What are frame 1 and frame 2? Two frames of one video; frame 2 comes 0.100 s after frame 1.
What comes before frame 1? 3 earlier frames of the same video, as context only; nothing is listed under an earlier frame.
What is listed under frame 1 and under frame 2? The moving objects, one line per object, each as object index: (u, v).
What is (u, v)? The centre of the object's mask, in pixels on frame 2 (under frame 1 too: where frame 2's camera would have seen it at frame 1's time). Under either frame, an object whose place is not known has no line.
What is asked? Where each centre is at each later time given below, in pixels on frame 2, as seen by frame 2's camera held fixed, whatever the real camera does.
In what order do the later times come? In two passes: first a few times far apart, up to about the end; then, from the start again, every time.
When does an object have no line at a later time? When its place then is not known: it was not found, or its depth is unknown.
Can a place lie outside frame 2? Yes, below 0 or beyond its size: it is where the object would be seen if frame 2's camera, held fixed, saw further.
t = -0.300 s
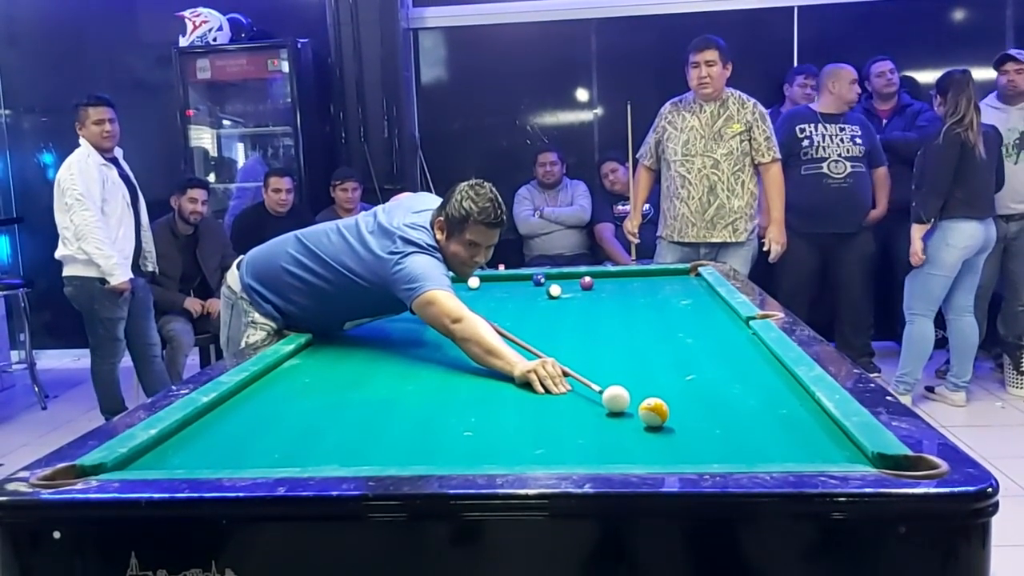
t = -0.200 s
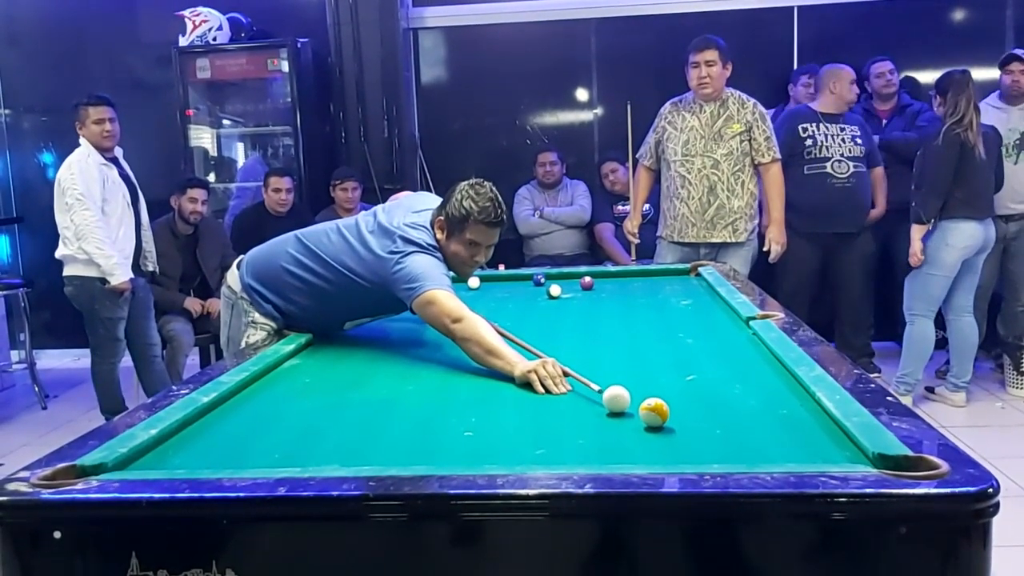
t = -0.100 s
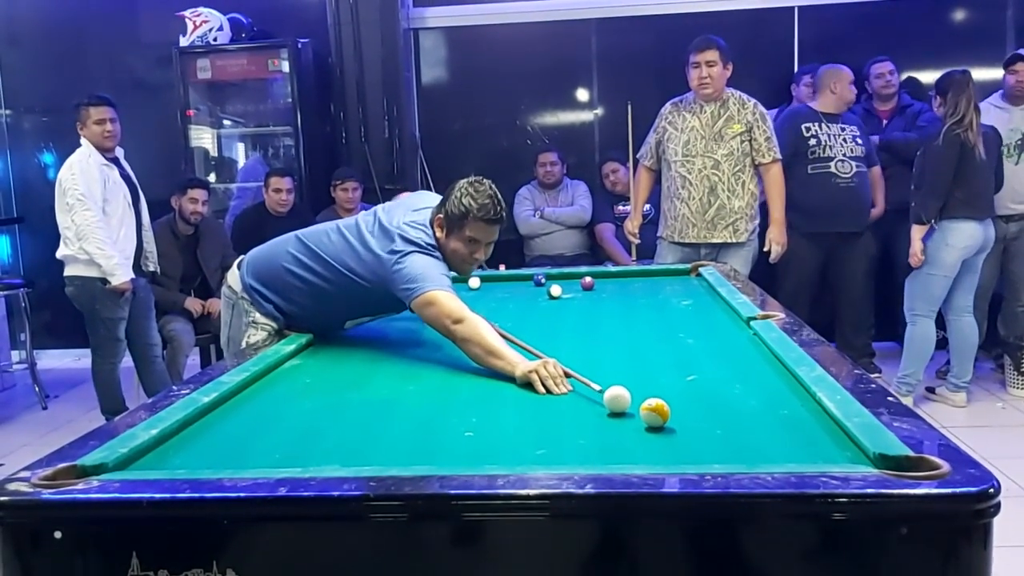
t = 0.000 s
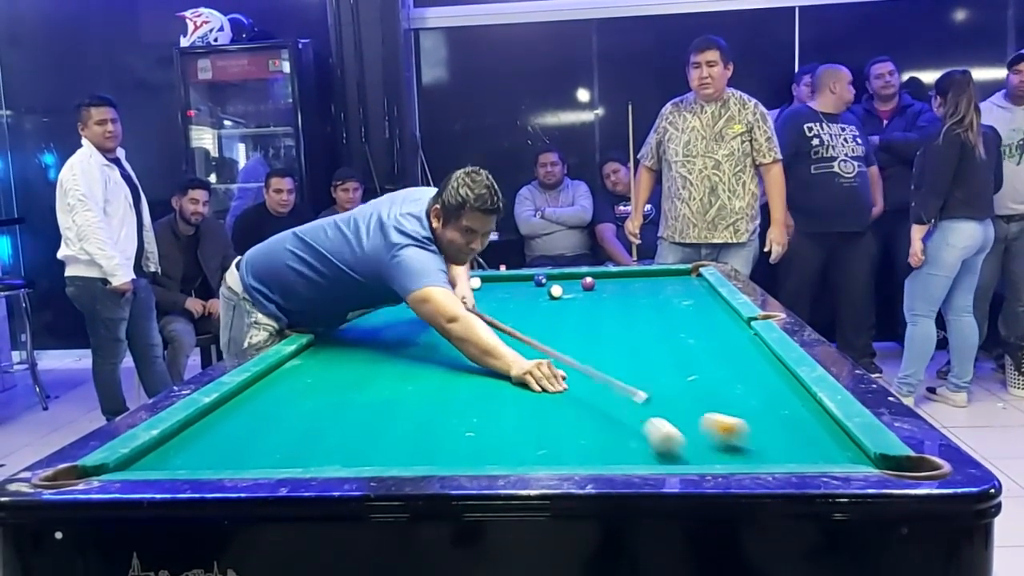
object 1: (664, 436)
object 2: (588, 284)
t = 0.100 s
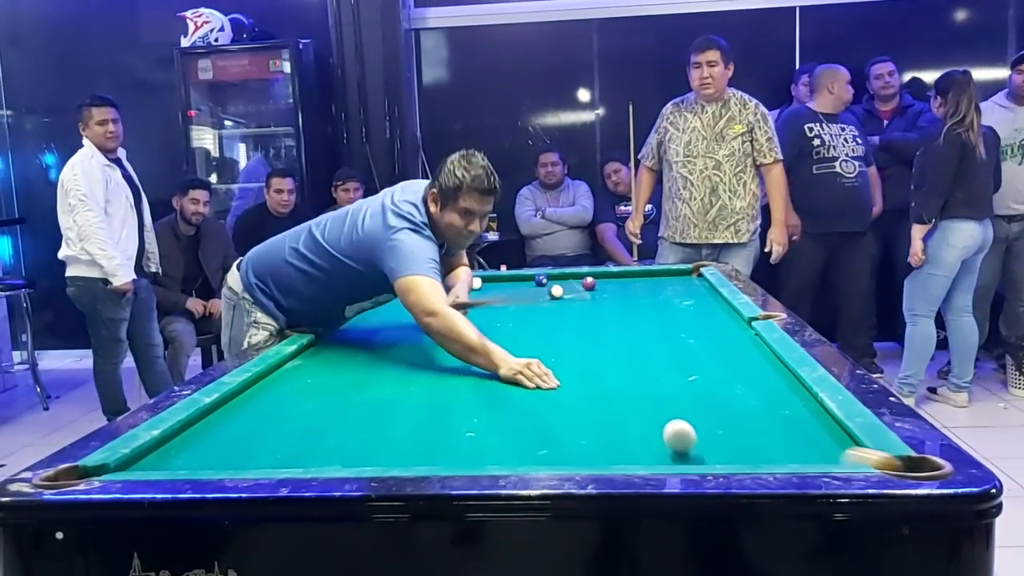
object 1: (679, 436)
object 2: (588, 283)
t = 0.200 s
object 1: (658, 400)
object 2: (588, 283)
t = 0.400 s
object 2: (588, 284)
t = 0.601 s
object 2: (588, 284)
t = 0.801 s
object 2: (588, 284)
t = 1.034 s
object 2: (591, 278)
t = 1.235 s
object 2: (593, 277)
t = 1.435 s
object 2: (595, 285)
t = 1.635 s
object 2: (597, 292)
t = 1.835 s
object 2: (598, 301)
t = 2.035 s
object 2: (599, 311)
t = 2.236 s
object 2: (598, 321)
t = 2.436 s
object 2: (598, 332)
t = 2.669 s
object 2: (597, 346)
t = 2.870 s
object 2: (597, 361)
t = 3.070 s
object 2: (595, 377)
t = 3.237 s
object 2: (595, 391)
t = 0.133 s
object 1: (671, 423)
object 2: (588, 284)
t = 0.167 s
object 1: (665, 411)
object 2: (588, 284)
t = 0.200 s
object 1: (658, 400)
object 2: (588, 283)
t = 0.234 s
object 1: (652, 391)
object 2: (588, 283)
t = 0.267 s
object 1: (647, 382)
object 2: (588, 284)
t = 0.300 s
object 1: (642, 375)
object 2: (588, 284)
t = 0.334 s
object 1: (637, 367)
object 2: (588, 283)
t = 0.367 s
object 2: (588, 284)
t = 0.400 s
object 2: (588, 284)
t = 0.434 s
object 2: (588, 284)
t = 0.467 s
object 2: (588, 283)
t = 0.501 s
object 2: (588, 283)
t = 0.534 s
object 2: (588, 284)
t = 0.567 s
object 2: (588, 284)
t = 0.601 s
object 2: (588, 284)
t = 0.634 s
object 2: (588, 284)
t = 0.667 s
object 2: (588, 284)
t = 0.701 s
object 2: (588, 284)
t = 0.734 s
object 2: (588, 283)
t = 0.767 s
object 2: (588, 283)
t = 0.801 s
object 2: (588, 284)
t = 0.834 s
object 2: (588, 283)
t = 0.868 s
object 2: (588, 282)
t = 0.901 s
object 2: (587, 281)
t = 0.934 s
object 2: (587, 280)
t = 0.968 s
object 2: (590, 278)
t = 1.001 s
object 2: (591, 278)
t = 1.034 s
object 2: (591, 278)
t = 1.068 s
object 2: (591, 277)
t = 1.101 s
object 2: (591, 276)
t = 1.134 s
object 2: (592, 275)
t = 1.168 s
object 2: (593, 275)
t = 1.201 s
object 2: (593, 276)
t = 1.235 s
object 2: (593, 277)
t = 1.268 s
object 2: (593, 278)
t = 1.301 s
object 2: (593, 279)
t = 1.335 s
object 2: (594, 281)
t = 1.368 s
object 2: (594, 282)
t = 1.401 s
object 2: (595, 283)
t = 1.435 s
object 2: (595, 285)
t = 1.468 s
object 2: (595, 286)
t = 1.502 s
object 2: (596, 287)
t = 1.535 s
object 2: (596, 288)
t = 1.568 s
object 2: (596, 290)
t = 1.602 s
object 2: (596, 291)
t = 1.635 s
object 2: (597, 292)
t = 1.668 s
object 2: (597, 294)
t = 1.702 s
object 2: (597, 295)
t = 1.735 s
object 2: (597, 297)
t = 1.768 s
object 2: (597, 298)
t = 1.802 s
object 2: (597, 300)
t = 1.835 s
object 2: (598, 301)
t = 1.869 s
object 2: (598, 303)
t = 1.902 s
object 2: (598, 304)
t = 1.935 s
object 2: (598, 306)
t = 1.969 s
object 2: (598, 307)
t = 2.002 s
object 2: (598, 309)
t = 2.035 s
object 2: (599, 311)
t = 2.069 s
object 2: (599, 312)
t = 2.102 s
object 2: (598, 314)
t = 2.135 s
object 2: (598, 316)
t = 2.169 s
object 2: (598, 317)
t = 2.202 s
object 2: (599, 319)
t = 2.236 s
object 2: (598, 321)
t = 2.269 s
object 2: (598, 322)
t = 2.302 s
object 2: (598, 325)
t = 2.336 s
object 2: (598, 326)
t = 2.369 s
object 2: (598, 328)
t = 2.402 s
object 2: (598, 330)
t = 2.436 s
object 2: (598, 332)
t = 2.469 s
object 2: (599, 334)
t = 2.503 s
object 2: (598, 336)
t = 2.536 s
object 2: (598, 338)
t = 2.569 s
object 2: (597, 340)
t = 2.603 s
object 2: (597, 342)
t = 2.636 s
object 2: (597, 344)
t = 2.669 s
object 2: (597, 346)
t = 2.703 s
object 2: (597, 349)
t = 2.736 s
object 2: (597, 351)
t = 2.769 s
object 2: (597, 353)
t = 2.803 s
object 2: (597, 356)
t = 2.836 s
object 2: (597, 359)
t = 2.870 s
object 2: (597, 361)
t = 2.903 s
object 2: (596, 363)
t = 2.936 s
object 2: (596, 366)
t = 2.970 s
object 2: (596, 368)
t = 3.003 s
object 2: (596, 371)
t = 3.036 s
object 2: (596, 374)
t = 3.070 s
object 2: (595, 377)
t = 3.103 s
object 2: (595, 379)
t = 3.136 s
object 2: (595, 382)
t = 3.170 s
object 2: (595, 385)
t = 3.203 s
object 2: (595, 388)
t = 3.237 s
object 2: (595, 391)
